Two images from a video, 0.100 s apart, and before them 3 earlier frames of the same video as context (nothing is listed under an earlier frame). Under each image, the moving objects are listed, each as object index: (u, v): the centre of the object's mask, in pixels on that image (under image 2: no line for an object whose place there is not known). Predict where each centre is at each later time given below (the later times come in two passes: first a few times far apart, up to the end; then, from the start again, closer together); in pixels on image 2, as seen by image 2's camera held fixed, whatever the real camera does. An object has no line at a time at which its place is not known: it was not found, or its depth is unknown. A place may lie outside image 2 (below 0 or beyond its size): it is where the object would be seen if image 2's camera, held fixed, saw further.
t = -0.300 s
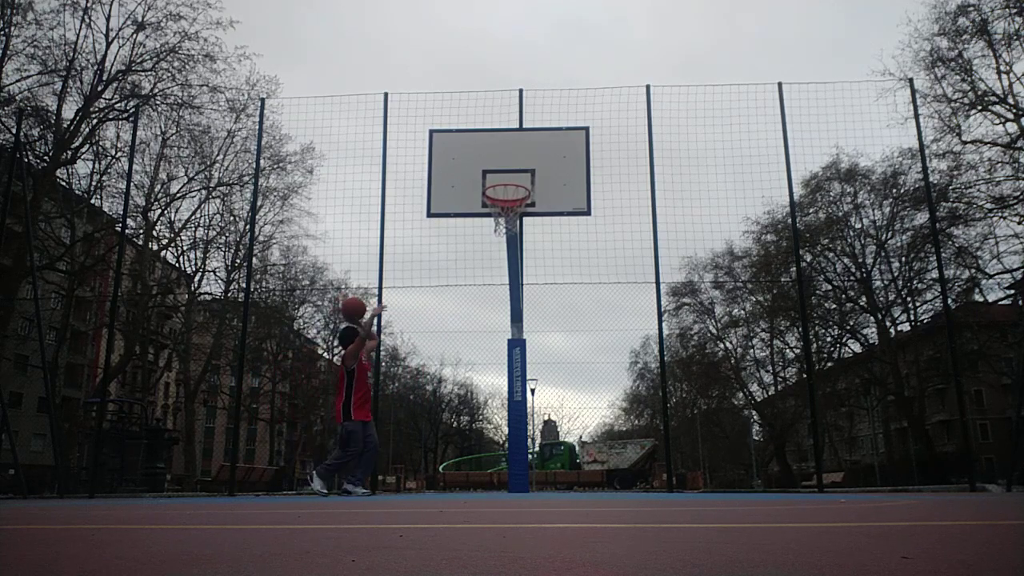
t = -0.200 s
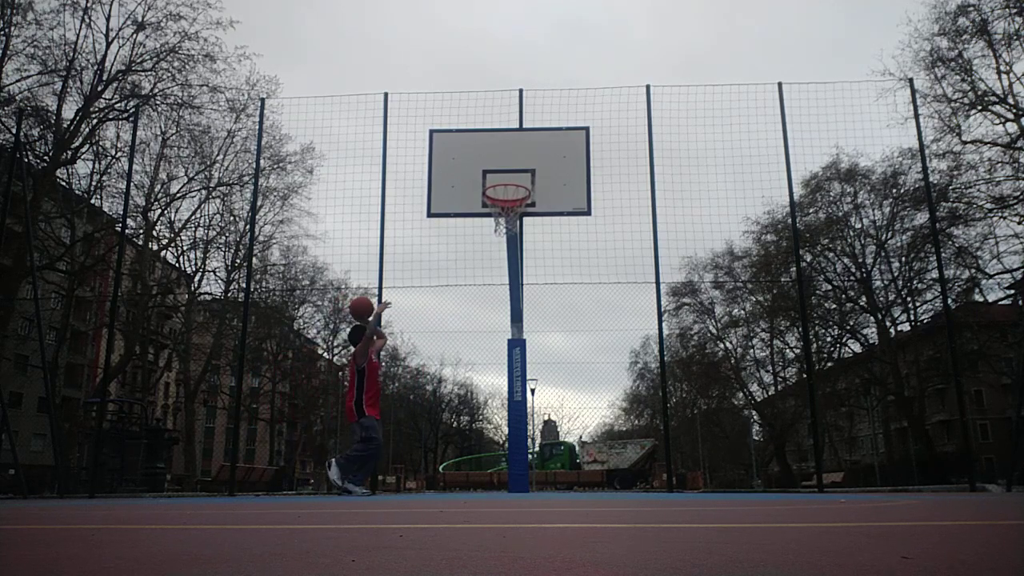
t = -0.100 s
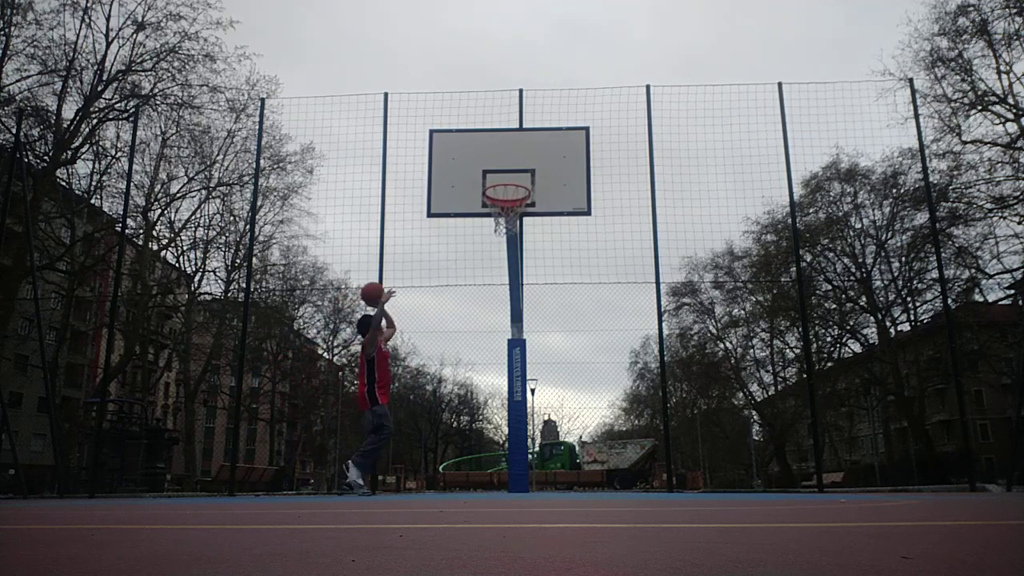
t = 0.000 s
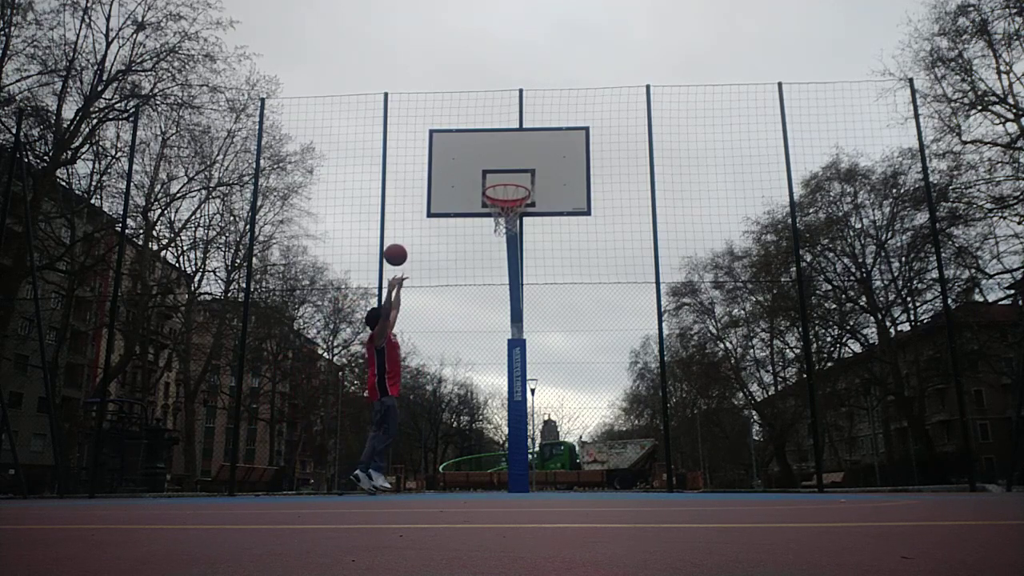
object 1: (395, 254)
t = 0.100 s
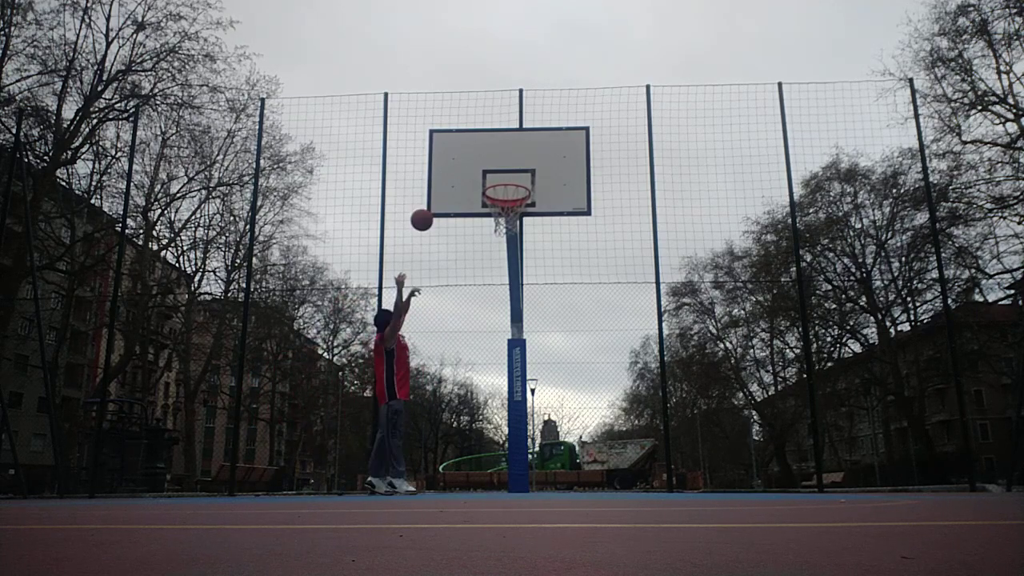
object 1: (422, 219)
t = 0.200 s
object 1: (446, 196)
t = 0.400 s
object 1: (480, 172)
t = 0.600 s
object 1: (508, 179)
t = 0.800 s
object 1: (506, 192)
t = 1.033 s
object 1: (507, 217)
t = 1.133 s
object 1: (507, 243)
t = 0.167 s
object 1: (437, 204)
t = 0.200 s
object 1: (446, 196)
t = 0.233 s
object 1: (454, 190)
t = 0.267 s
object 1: (461, 185)
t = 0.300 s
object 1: (467, 181)
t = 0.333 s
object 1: (471, 177)
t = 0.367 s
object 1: (475, 174)
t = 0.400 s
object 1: (480, 172)
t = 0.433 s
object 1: (485, 170)
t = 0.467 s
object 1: (489, 170)
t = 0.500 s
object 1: (493, 171)
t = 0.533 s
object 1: (498, 172)
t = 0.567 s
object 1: (503, 174)
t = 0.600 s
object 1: (508, 179)
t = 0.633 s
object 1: (509, 182)
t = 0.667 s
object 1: (508, 184)
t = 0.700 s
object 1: (507, 188)
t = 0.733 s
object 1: (507, 193)
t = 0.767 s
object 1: (506, 193)
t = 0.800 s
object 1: (506, 192)
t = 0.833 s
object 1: (506, 192)
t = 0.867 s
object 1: (506, 192)
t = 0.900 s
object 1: (505, 194)
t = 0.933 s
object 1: (506, 200)
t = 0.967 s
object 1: (506, 205)
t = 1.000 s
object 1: (506, 211)
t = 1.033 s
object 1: (507, 217)
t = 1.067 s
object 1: (506, 228)
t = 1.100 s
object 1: (506, 234)
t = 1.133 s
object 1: (507, 243)
